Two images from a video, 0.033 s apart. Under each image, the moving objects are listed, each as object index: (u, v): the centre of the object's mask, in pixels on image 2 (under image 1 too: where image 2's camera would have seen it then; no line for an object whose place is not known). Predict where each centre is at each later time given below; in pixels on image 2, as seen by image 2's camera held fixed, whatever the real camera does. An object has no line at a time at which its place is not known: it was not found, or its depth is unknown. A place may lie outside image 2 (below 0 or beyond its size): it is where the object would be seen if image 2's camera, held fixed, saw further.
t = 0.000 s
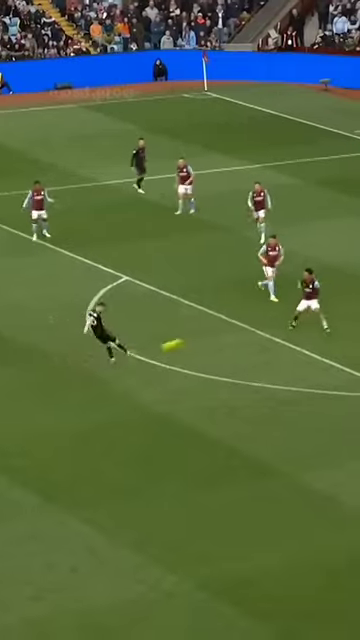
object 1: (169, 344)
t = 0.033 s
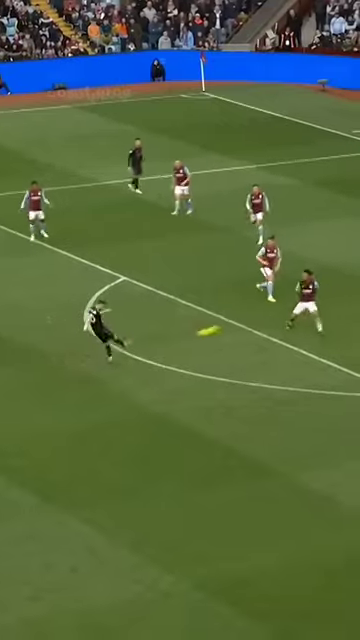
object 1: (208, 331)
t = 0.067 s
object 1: (246, 318)
